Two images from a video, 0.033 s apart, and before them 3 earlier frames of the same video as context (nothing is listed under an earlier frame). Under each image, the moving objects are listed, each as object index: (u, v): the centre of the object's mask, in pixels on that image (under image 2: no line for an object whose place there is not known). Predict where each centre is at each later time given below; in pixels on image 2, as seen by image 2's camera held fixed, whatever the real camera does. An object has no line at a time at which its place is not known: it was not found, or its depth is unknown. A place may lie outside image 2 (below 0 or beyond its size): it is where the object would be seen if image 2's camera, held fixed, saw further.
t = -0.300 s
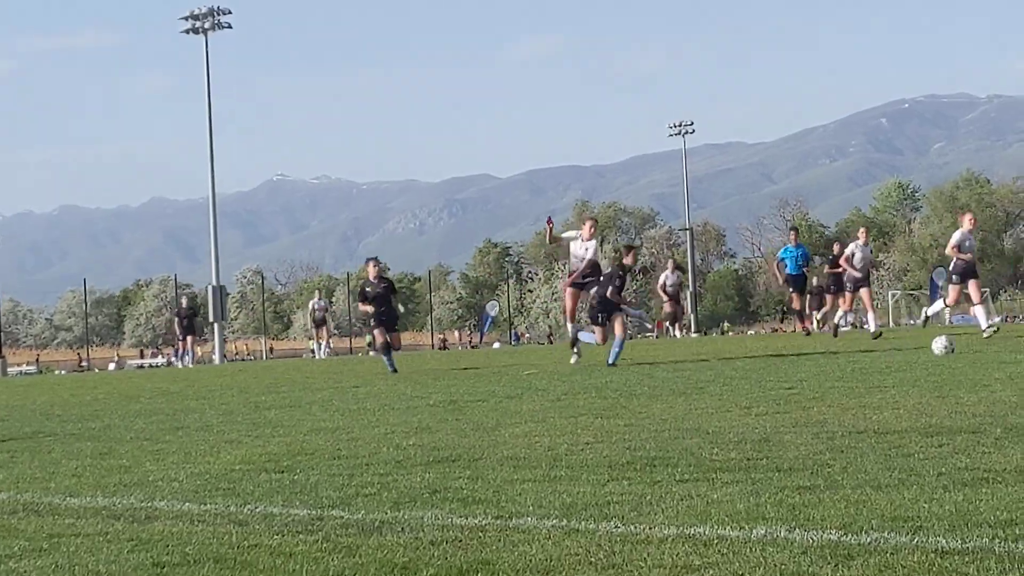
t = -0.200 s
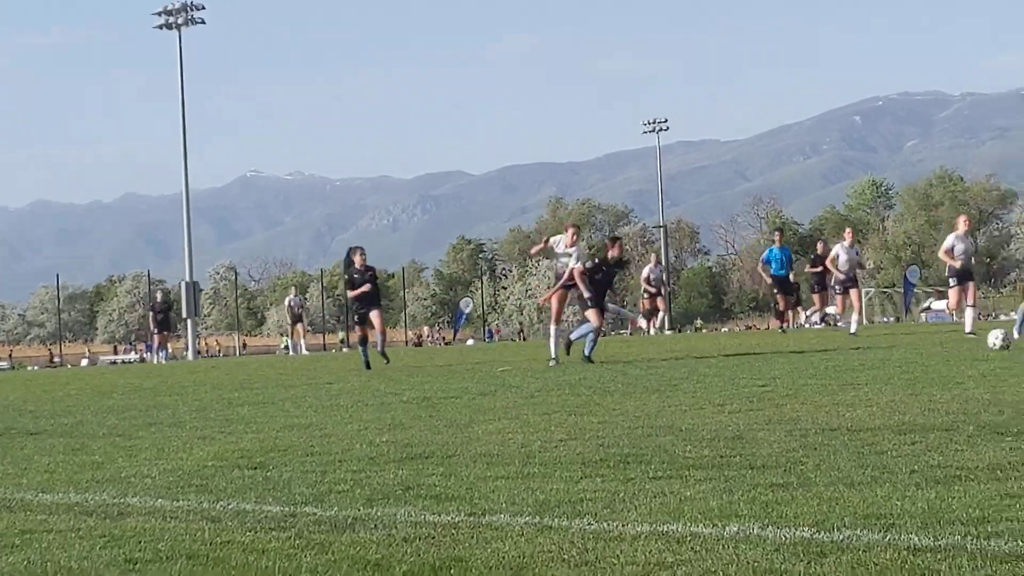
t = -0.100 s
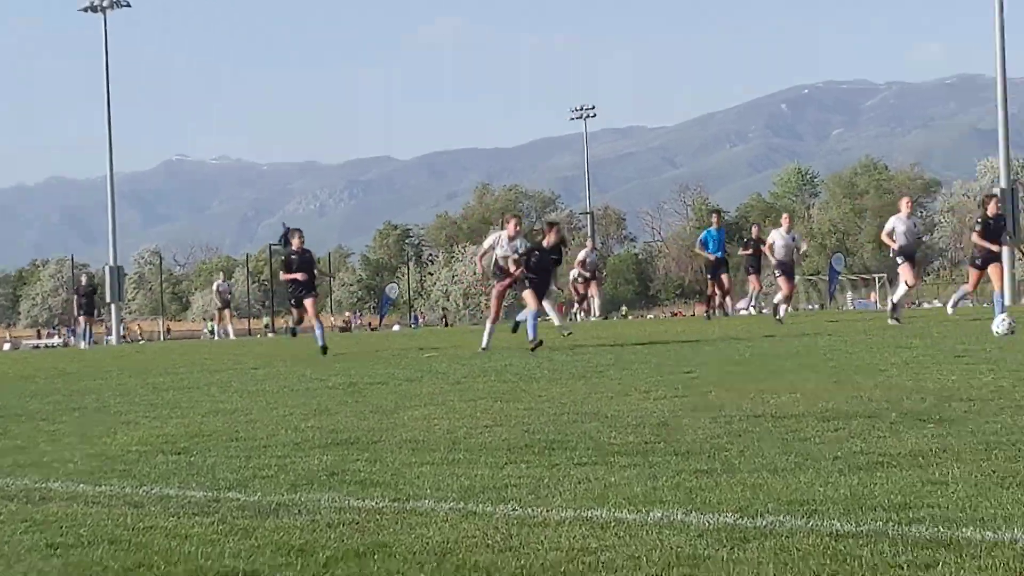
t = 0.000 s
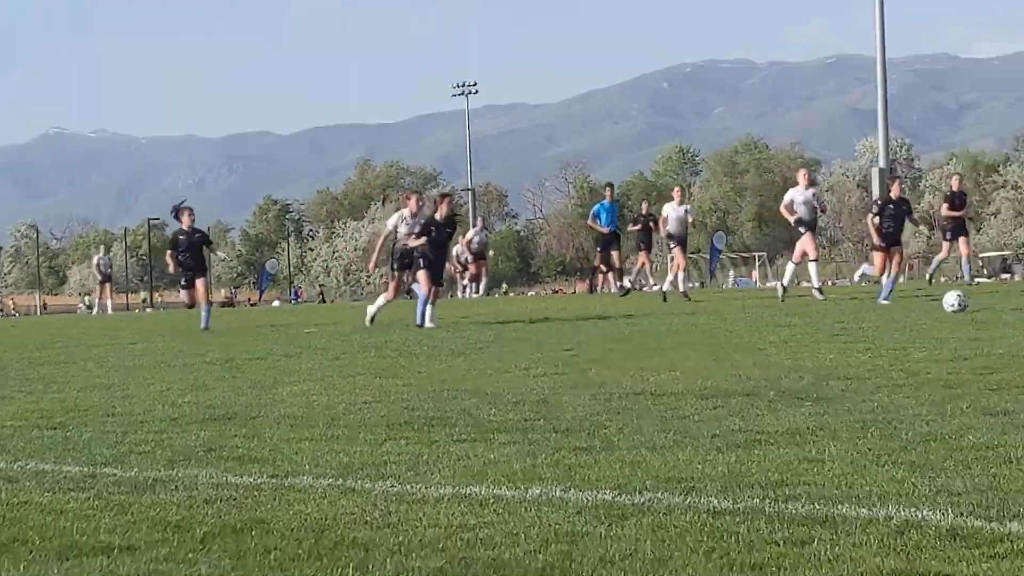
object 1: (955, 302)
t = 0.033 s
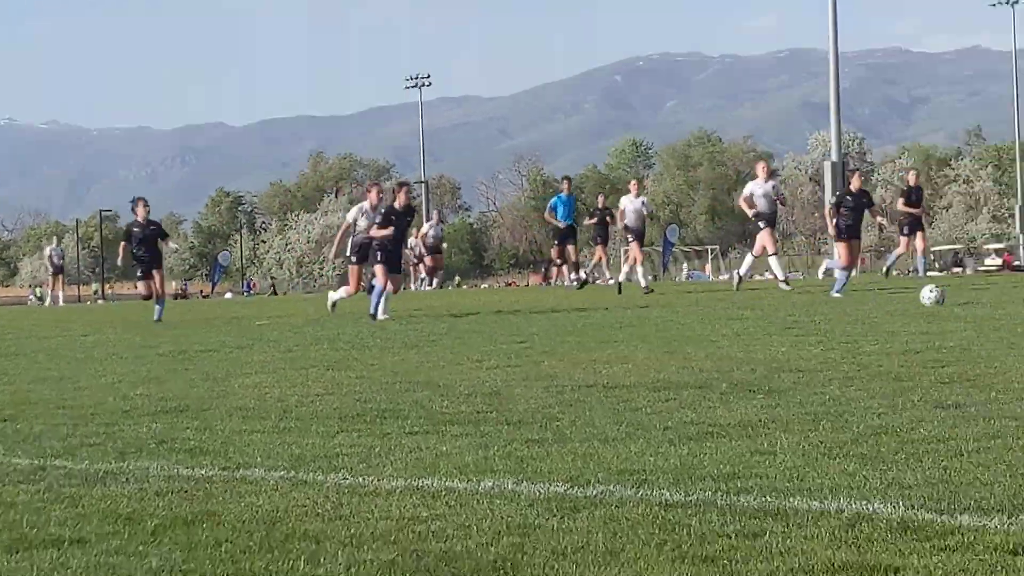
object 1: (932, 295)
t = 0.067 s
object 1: (957, 296)
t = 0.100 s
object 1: (981, 295)
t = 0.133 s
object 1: (1005, 293)
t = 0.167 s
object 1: (1029, 291)
